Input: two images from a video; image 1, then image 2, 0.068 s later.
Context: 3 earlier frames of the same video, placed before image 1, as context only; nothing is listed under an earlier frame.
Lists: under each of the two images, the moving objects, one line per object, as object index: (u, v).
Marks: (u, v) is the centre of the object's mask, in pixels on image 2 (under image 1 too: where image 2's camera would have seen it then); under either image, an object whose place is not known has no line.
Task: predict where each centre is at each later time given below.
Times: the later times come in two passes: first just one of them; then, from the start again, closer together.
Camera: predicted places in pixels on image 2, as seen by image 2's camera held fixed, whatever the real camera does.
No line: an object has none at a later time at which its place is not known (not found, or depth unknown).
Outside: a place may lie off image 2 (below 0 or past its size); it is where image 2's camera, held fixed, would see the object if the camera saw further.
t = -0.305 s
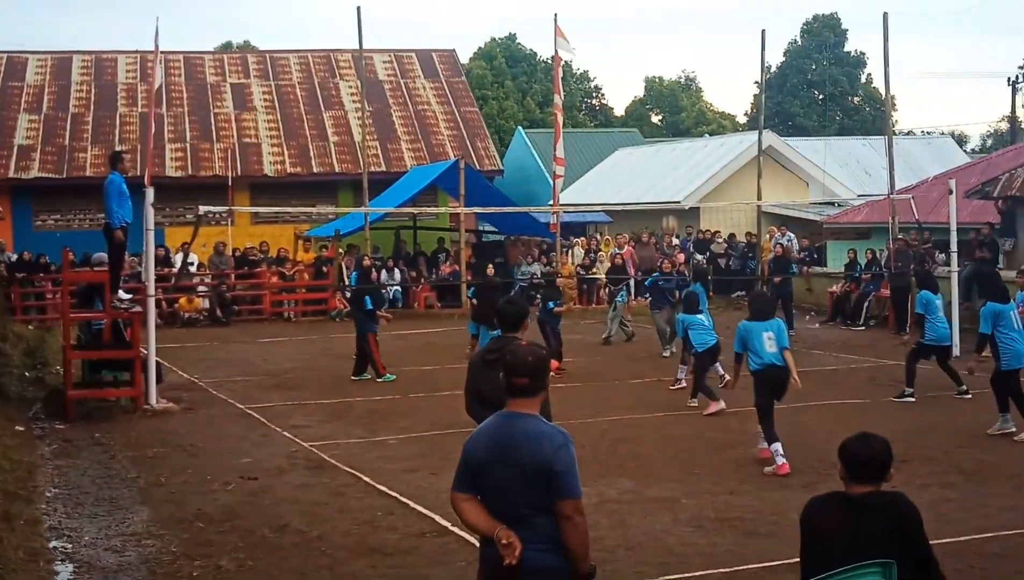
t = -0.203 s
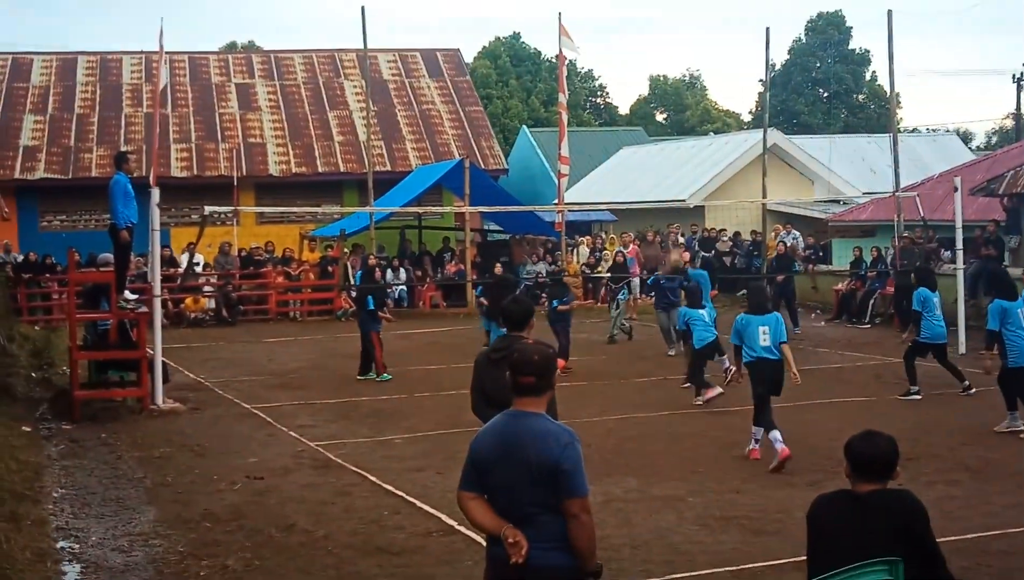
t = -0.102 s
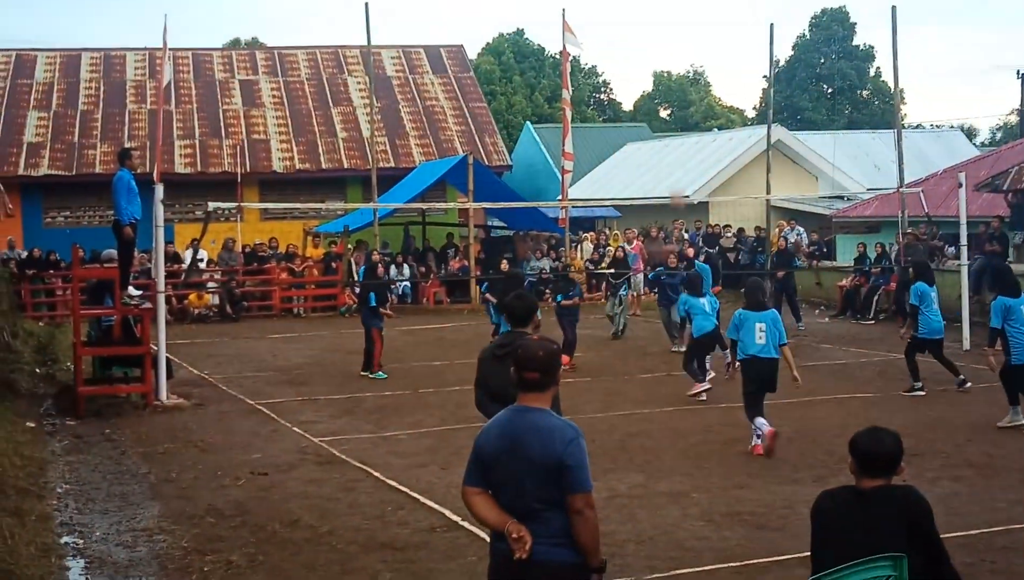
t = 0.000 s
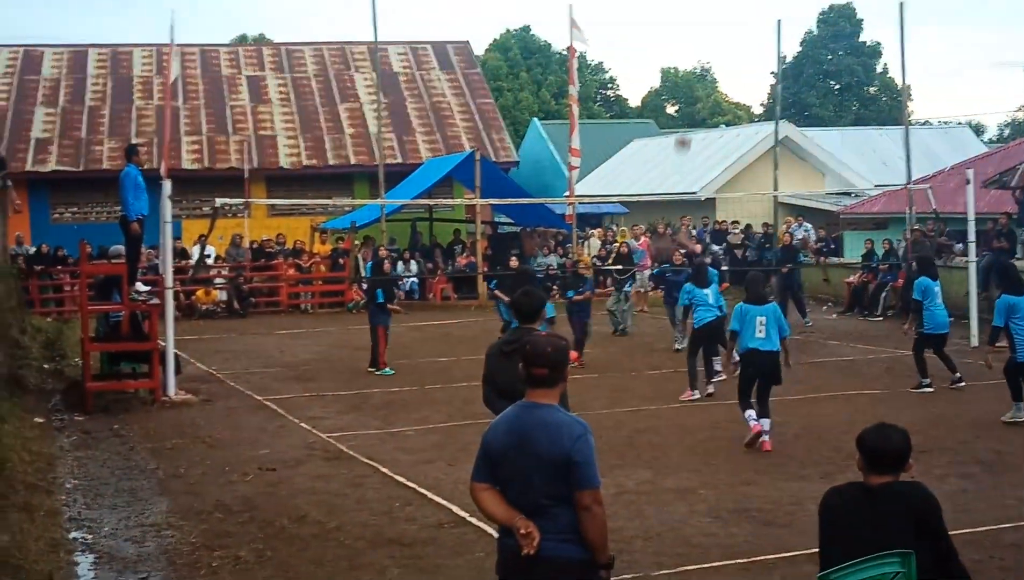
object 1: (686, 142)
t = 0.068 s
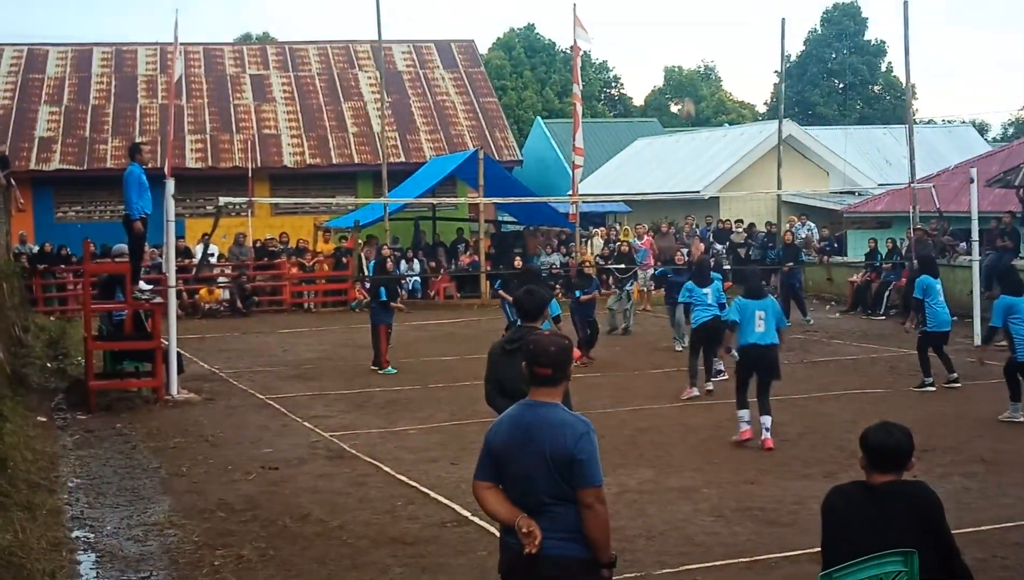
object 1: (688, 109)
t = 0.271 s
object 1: (683, 42)
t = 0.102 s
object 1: (686, 94)
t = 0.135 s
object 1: (687, 81)
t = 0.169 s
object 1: (684, 70)
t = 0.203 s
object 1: (684, 61)
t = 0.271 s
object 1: (683, 42)
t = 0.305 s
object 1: (683, 34)
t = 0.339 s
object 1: (683, 27)
